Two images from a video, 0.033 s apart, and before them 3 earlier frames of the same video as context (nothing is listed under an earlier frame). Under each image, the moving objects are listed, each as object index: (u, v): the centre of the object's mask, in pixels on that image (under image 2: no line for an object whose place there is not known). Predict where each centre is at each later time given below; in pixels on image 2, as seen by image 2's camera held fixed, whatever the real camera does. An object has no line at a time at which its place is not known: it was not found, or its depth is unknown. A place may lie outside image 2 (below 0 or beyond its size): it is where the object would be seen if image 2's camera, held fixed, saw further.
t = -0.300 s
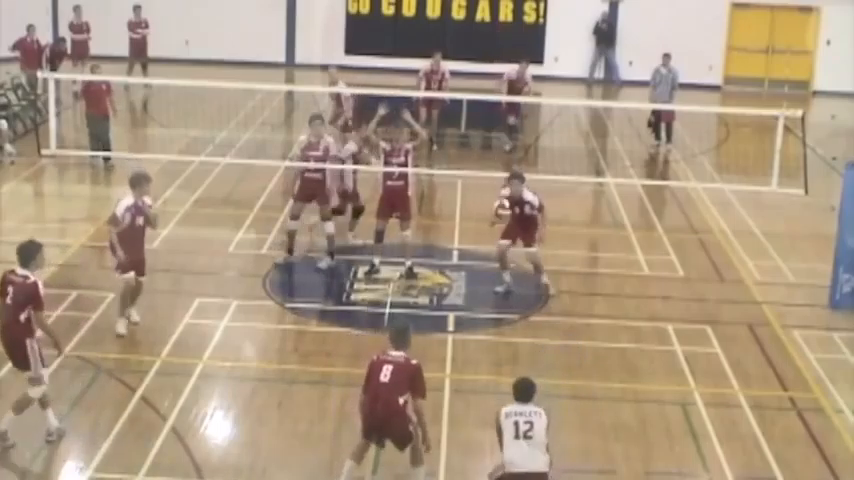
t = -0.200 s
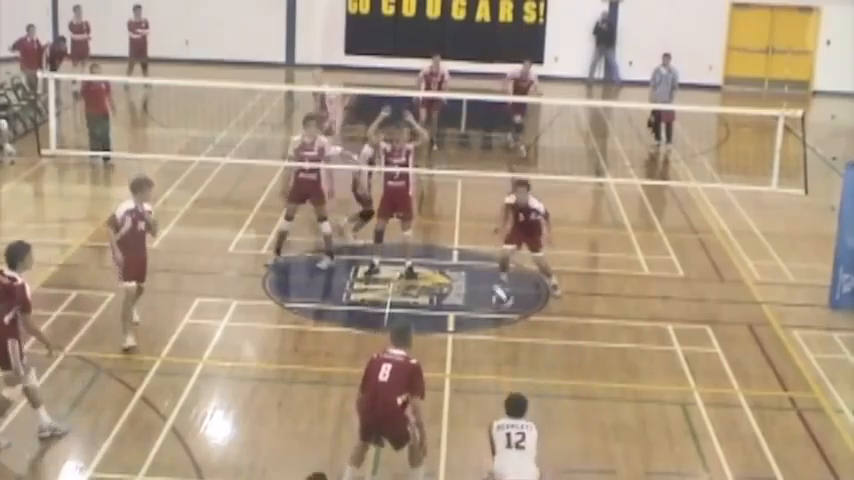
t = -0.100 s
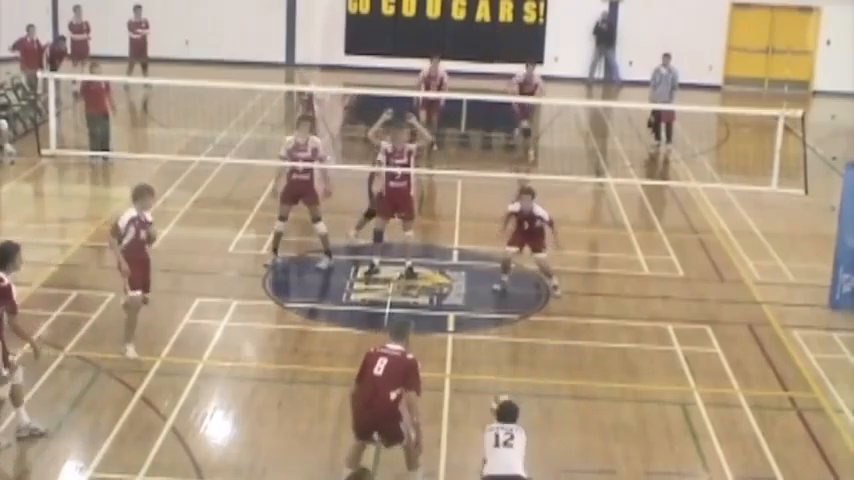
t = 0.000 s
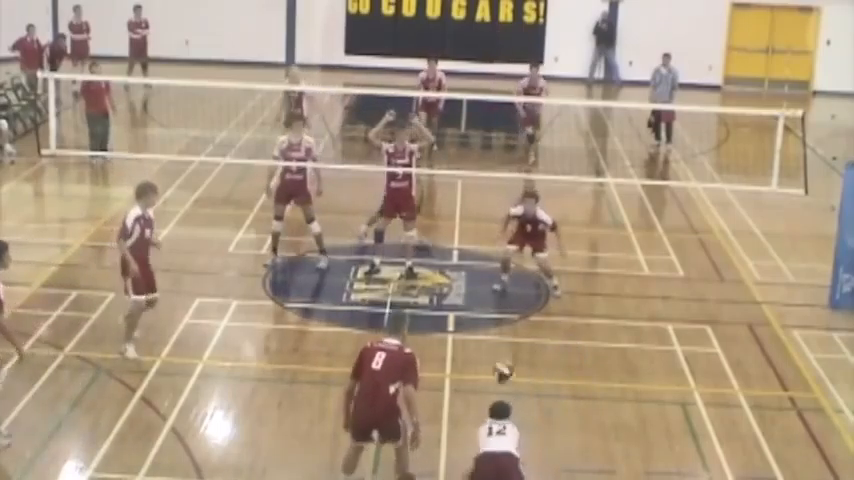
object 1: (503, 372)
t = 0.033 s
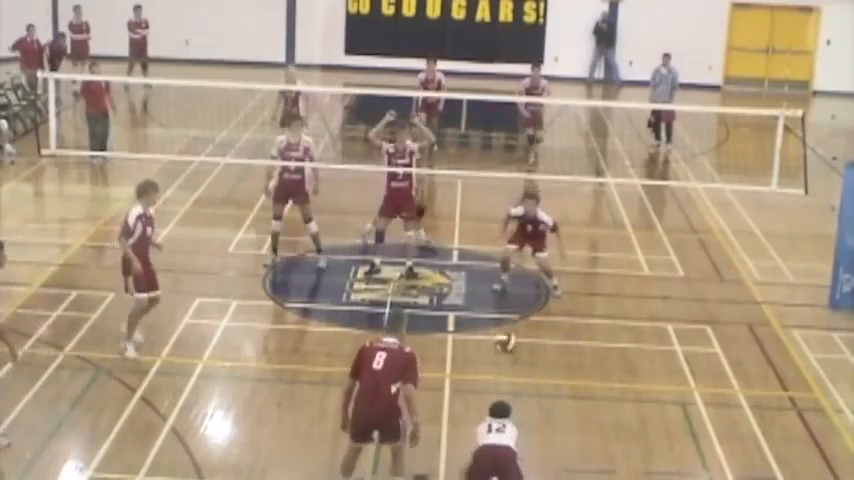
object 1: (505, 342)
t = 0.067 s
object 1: (506, 313)
